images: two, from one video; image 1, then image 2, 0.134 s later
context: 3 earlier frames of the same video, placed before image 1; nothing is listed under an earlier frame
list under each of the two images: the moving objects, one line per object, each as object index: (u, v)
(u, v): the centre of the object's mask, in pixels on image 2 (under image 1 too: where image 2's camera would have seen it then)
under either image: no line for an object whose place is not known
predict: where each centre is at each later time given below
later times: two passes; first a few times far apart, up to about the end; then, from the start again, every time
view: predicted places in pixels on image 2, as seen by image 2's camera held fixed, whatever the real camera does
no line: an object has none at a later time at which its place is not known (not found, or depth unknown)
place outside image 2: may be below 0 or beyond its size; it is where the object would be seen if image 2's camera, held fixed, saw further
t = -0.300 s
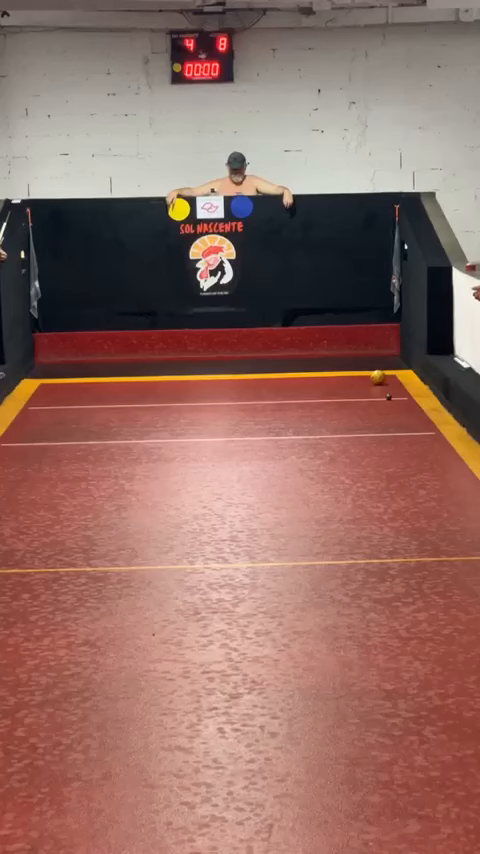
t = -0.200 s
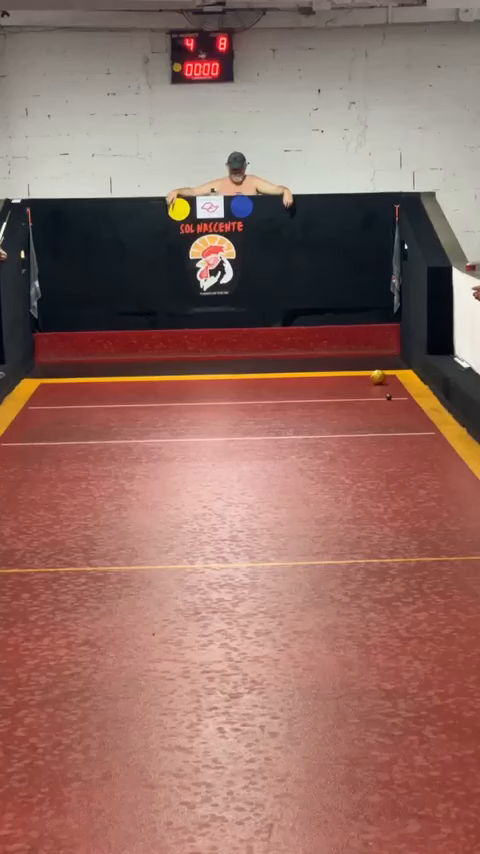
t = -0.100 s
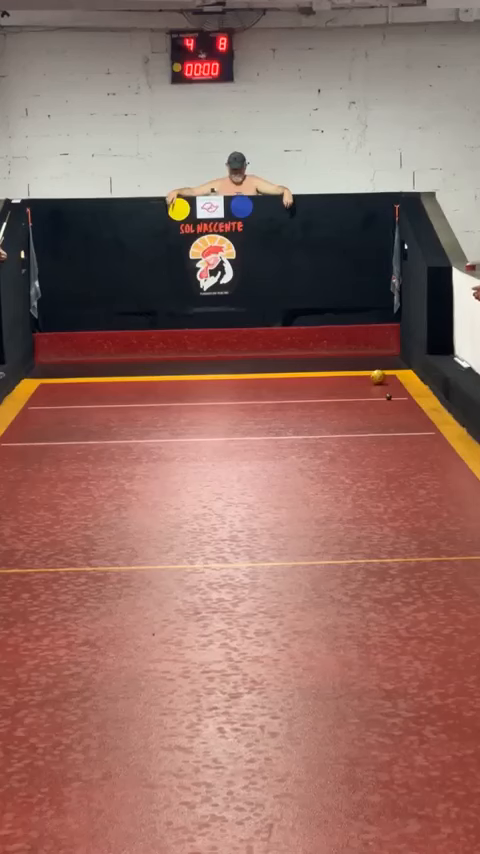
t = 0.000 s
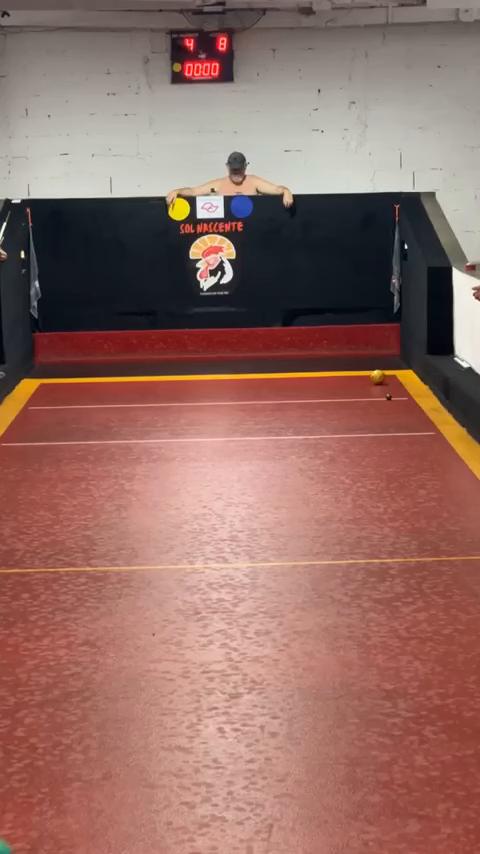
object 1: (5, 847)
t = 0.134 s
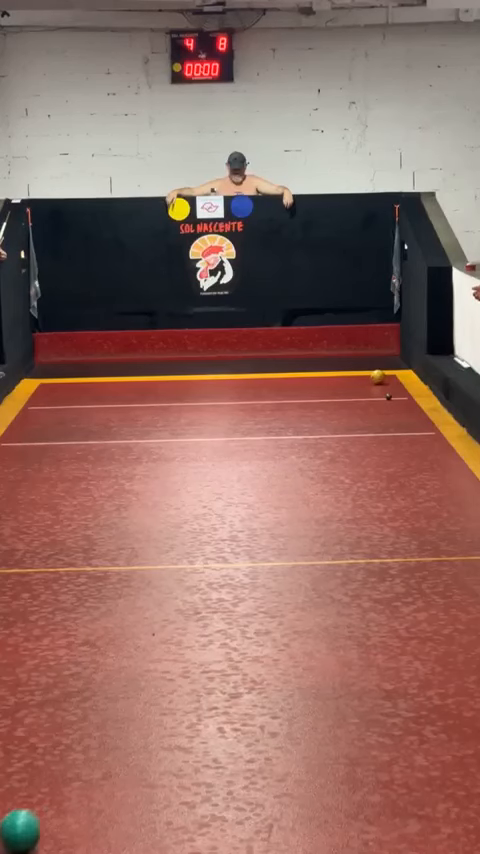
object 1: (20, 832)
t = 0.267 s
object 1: (46, 806)
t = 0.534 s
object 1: (93, 760)
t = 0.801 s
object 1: (133, 722)
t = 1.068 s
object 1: (167, 689)
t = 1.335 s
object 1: (197, 660)
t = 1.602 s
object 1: (223, 636)
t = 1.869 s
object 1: (246, 614)
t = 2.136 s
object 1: (267, 594)
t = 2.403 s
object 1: (286, 577)
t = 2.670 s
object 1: (302, 561)
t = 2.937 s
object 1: (317, 547)
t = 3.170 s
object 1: (329, 536)
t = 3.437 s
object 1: (341, 524)
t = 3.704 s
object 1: (352, 513)
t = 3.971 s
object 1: (362, 503)
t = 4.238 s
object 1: (371, 494)
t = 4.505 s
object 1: (379, 486)
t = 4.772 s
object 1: (387, 478)
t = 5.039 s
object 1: (394, 472)
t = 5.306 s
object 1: (399, 466)
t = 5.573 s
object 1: (406, 460)
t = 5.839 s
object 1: (411, 455)
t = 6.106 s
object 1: (416, 451)
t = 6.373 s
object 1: (422, 446)
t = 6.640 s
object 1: (428, 442)
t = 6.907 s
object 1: (433, 439)
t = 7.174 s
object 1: (436, 436)
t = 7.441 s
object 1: (440, 433)
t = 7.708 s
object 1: (442, 430)
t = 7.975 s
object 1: (442, 428)
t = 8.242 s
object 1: (440, 425)
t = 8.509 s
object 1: (436, 424)
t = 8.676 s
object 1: (432, 423)
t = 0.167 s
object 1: (27, 826)
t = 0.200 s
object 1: (33, 820)
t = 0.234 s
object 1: (40, 812)
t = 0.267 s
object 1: (46, 806)
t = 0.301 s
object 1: (53, 800)
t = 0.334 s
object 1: (59, 794)
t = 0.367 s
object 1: (65, 788)
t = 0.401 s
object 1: (71, 782)
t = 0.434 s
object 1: (77, 777)
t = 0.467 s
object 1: (83, 771)
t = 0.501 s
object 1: (88, 766)
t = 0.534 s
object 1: (93, 760)
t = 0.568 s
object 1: (99, 755)
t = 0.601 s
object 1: (104, 750)
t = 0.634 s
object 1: (109, 745)
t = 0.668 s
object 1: (114, 740)
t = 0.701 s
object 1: (119, 736)
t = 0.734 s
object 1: (124, 731)
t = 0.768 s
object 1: (128, 726)
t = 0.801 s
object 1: (133, 722)
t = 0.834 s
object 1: (137, 717)
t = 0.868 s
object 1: (142, 713)
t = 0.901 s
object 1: (146, 709)
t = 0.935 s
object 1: (150, 705)
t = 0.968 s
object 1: (155, 700)
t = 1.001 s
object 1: (159, 696)
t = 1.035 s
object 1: (163, 692)
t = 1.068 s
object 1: (167, 689)
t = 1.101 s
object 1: (171, 685)
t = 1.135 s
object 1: (175, 681)
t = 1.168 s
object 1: (179, 677)
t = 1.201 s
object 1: (183, 674)
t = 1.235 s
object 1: (186, 670)
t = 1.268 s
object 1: (190, 667)
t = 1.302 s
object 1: (193, 664)
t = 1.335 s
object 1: (197, 660)
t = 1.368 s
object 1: (200, 657)
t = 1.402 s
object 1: (204, 654)
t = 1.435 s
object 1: (207, 651)
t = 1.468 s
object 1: (210, 648)
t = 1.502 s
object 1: (214, 644)
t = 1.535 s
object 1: (217, 642)
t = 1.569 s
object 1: (220, 639)
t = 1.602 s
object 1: (223, 636)
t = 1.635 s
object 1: (226, 633)
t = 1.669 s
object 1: (229, 630)
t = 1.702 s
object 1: (232, 627)
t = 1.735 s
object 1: (235, 624)
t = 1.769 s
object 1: (238, 621)
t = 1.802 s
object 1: (241, 619)
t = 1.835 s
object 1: (243, 616)
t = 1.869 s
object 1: (246, 614)
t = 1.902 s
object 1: (249, 611)
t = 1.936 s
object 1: (252, 608)
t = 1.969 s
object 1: (255, 606)
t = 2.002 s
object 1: (257, 603)
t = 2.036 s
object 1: (260, 601)
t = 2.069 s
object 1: (262, 598)
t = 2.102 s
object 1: (265, 596)
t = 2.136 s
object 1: (267, 594)
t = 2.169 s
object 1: (270, 592)
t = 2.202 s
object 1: (272, 590)
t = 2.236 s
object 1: (274, 588)
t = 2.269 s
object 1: (277, 585)
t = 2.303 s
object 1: (279, 583)
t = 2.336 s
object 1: (281, 581)
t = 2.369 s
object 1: (284, 579)
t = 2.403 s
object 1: (286, 577)
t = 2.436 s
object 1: (288, 574)
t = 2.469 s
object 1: (290, 573)
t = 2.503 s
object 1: (292, 571)
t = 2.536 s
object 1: (294, 569)
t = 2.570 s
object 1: (296, 567)
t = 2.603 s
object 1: (298, 565)
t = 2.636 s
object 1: (301, 563)
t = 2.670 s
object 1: (302, 561)
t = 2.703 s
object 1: (304, 559)
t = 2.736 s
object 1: (306, 557)
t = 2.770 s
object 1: (308, 555)
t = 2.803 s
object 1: (310, 554)
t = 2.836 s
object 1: (312, 552)
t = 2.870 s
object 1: (314, 550)
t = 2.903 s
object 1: (316, 548)
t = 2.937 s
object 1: (317, 547)
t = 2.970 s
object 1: (319, 545)
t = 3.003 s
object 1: (321, 543)
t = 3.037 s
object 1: (323, 542)
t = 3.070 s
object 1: (324, 540)
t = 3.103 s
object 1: (326, 539)
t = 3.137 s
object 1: (328, 537)
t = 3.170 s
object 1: (329, 536)
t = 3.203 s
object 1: (331, 534)
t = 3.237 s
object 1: (332, 532)
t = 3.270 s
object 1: (334, 531)
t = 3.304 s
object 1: (335, 529)
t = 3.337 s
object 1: (336, 528)
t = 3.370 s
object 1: (338, 526)
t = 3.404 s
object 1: (340, 525)
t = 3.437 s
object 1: (341, 524)
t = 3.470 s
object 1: (342, 522)
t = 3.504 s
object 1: (344, 521)
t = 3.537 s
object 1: (345, 520)
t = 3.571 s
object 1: (347, 518)
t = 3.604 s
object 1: (348, 517)
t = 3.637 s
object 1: (349, 516)
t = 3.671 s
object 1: (351, 514)
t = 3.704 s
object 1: (352, 513)
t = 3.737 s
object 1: (354, 512)
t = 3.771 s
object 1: (355, 510)
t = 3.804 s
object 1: (356, 509)
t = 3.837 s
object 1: (357, 508)
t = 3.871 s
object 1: (359, 507)
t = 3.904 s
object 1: (360, 506)
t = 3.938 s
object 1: (361, 505)
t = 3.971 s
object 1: (362, 503)
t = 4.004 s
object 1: (363, 502)
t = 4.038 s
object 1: (364, 501)
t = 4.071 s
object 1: (366, 500)
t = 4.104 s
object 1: (367, 498)
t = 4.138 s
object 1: (368, 497)
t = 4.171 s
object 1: (369, 496)
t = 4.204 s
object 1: (370, 495)
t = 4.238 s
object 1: (371, 494)
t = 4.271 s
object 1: (372, 493)
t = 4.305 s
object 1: (373, 492)
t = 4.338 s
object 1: (374, 491)
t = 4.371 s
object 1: (375, 490)
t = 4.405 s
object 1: (376, 489)
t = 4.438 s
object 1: (377, 488)
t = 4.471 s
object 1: (378, 487)
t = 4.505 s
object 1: (379, 486)
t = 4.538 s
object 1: (380, 485)
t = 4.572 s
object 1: (381, 484)
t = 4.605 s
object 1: (382, 483)
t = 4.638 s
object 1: (383, 482)
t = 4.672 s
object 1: (384, 481)
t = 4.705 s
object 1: (385, 480)
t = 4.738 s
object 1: (386, 479)
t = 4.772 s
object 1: (387, 478)
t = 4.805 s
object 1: (388, 478)
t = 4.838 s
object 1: (388, 477)
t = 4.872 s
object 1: (389, 476)
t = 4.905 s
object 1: (389, 475)
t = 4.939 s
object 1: (390, 474)
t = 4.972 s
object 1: (391, 474)
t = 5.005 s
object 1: (393, 473)
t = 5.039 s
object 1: (394, 472)
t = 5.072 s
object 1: (394, 471)
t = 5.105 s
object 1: (395, 470)
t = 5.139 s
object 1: (395, 469)
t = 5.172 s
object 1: (396, 469)
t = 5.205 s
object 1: (397, 468)
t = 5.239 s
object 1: (398, 467)
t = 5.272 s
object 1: (399, 466)
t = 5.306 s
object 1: (399, 466)
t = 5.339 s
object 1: (401, 465)
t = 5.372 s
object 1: (401, 464)
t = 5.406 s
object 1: (402, 464)
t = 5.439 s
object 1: (403, 463)
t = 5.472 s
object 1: (403, 462)
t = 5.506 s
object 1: (404, 461)
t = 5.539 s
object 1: (405, 461)
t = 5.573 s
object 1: (406, 460)
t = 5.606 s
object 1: (406, 460)
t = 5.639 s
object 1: (407, 459)
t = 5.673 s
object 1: (407, 458)
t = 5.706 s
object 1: (408, 457)
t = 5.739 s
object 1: (409, 457)
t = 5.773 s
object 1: (410, 456)
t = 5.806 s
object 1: (411, 456)
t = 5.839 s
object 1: (411, 455)
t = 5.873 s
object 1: (412, 454)
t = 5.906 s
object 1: (413, 454)
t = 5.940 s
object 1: (413, 453)
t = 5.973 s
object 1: (414, 453)
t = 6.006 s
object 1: (414, 452)
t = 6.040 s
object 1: (415, 451)
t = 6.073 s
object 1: (416, 451)
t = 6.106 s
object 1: (416, 451)
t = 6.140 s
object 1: (417, 450)
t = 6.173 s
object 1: (419, 449)
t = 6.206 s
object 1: (419, 449)
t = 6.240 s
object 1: (420, 448)
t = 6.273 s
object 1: (420, 448)
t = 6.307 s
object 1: (421, 447)
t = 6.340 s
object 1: (421, 447)
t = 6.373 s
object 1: (422, 446)
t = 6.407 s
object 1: (423, 446)
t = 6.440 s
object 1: (423, 445)
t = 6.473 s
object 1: (424, 445)
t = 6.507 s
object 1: (425, 444)
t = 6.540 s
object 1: (425, 444)
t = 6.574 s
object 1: (426, 443)
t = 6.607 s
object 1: (427, 443)
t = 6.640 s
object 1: (428, 442)
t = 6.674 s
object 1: (428, 442)
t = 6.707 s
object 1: (429, 442)
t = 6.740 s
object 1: (429, 441)
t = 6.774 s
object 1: (430, 441)
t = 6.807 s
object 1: (430, 441)
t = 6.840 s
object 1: (431, 440)
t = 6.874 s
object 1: (432, 439)
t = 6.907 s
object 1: (433, 439)
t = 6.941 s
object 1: (433, 438)
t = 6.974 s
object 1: (433, 438)
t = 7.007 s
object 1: (434, 438)
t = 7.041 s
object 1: (434, 438)
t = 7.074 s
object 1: (435, 437)
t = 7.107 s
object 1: (435, 436)
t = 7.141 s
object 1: (436, 436)
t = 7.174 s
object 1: (436, 436)
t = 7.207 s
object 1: (437, 435)
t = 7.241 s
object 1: (437, 435)
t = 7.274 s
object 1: (438, 434)
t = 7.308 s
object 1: (438, 434)
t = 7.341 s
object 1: (438, 434)
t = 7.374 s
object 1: (439, 433)
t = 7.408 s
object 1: (439, 433)
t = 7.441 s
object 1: (440, 433)
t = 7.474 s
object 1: (440, 433)
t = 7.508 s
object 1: (440, 432)
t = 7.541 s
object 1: (441, 432)
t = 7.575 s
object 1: (441, 432)
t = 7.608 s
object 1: (441, 431)
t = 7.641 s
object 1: (441, 431)
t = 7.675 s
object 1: (441, 430)
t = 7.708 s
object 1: (442, 430)
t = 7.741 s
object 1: (442, 429)
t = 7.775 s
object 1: (442, 430)
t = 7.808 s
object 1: (442, 429)
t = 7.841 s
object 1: (442, 429)
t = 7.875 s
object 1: (442, 429)
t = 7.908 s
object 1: (442, 428)
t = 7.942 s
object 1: (442, 428)
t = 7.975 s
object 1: (442, 428)
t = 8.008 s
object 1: (442, 427)
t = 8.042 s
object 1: (442, 427)
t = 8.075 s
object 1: (442, 427)
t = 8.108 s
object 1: (441, 427)
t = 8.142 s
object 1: (441, 427)
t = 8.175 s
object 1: (441, 426)
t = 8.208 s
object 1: (441, 426)
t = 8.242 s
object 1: (440, 425)
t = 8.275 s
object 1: (440, 425)
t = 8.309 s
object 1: (439, 425)
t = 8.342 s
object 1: (439, 425)
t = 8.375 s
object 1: (439, 425)
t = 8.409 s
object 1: (438, 425)
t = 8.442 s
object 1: (437, 424)
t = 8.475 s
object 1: (436, 424)
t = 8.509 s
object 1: (436, 424)
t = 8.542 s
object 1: (435, 423)
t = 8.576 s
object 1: (434, 423)
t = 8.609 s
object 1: (433, 423)
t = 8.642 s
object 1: (433, 423)
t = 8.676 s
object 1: (432, 423)
